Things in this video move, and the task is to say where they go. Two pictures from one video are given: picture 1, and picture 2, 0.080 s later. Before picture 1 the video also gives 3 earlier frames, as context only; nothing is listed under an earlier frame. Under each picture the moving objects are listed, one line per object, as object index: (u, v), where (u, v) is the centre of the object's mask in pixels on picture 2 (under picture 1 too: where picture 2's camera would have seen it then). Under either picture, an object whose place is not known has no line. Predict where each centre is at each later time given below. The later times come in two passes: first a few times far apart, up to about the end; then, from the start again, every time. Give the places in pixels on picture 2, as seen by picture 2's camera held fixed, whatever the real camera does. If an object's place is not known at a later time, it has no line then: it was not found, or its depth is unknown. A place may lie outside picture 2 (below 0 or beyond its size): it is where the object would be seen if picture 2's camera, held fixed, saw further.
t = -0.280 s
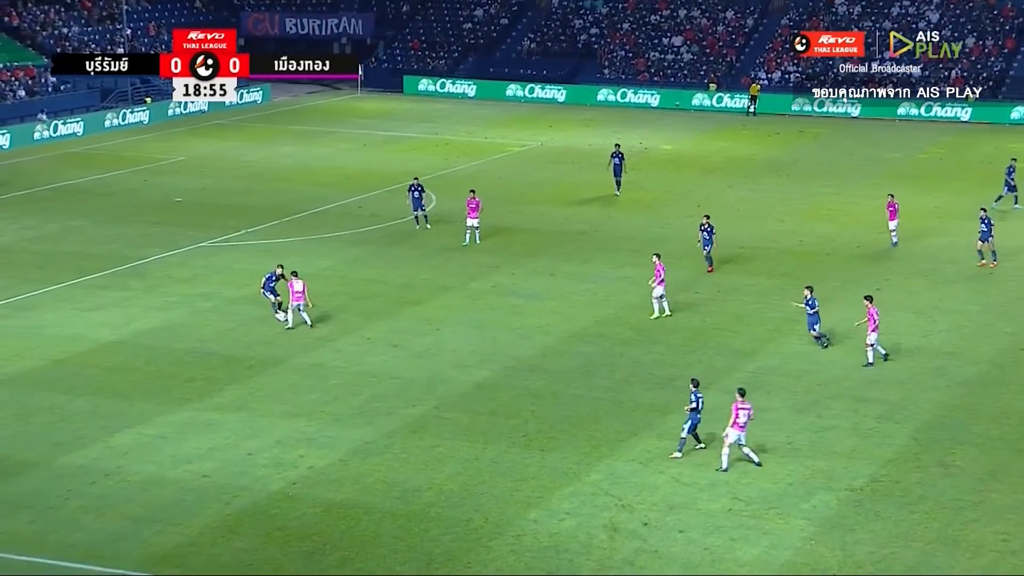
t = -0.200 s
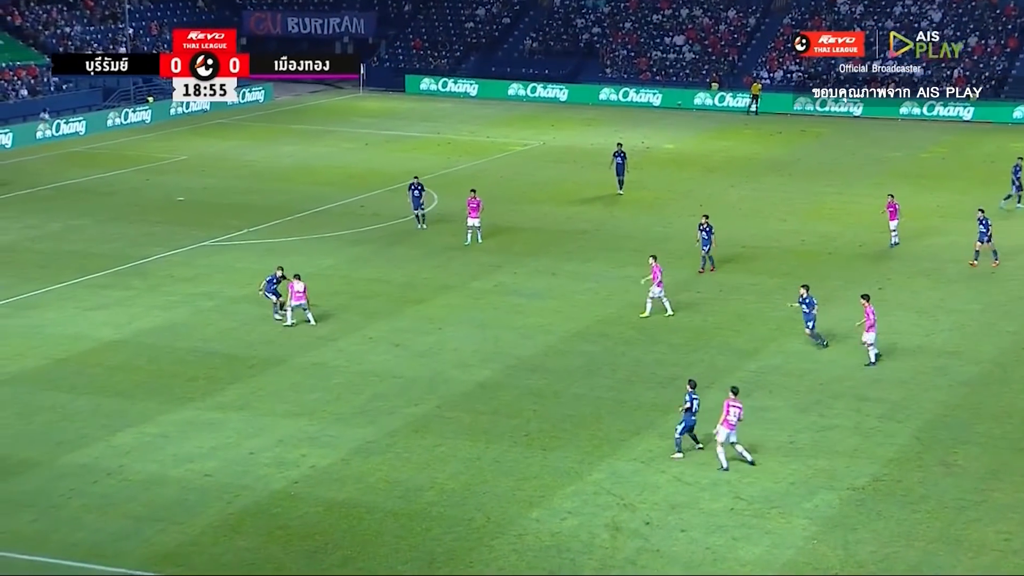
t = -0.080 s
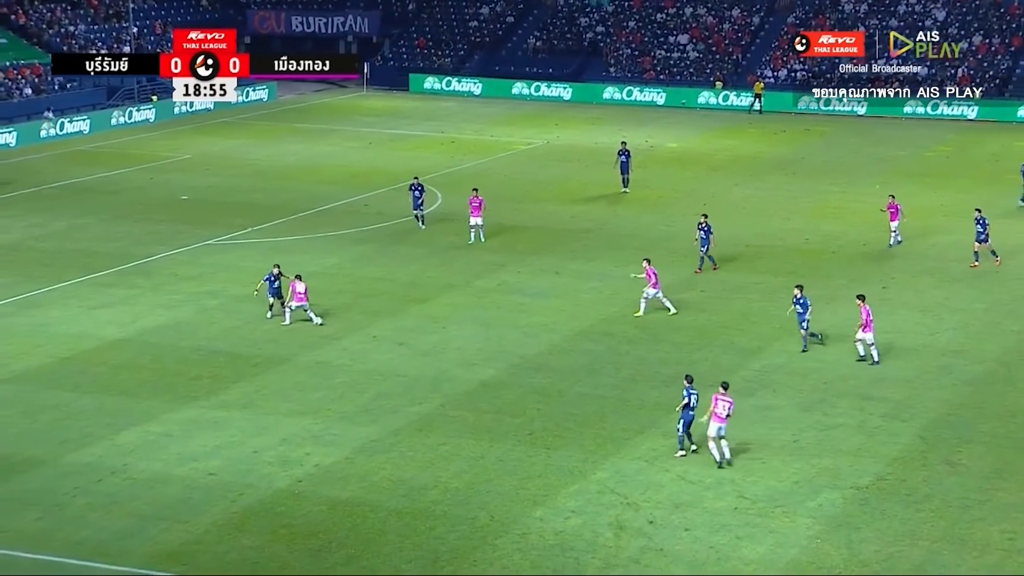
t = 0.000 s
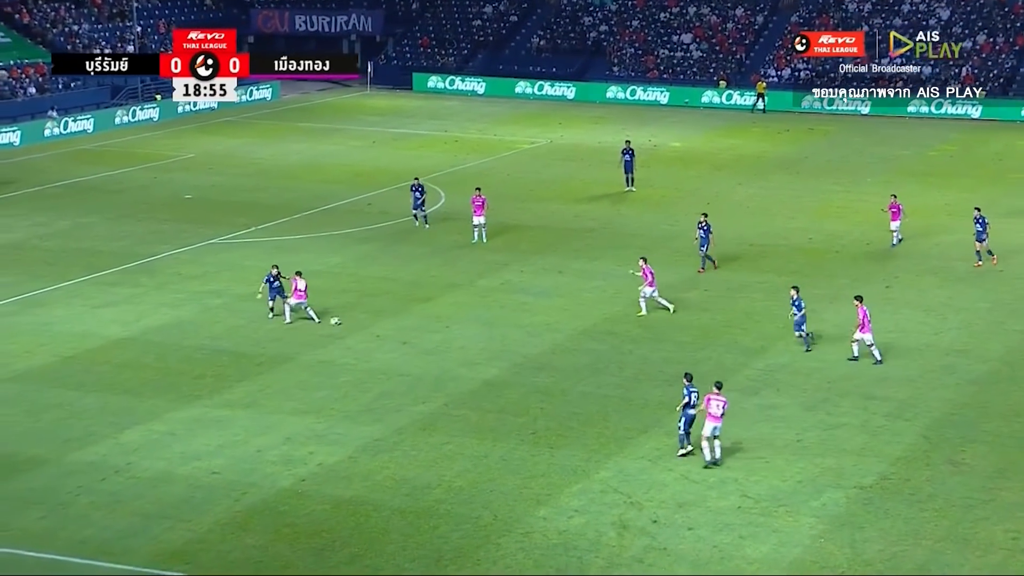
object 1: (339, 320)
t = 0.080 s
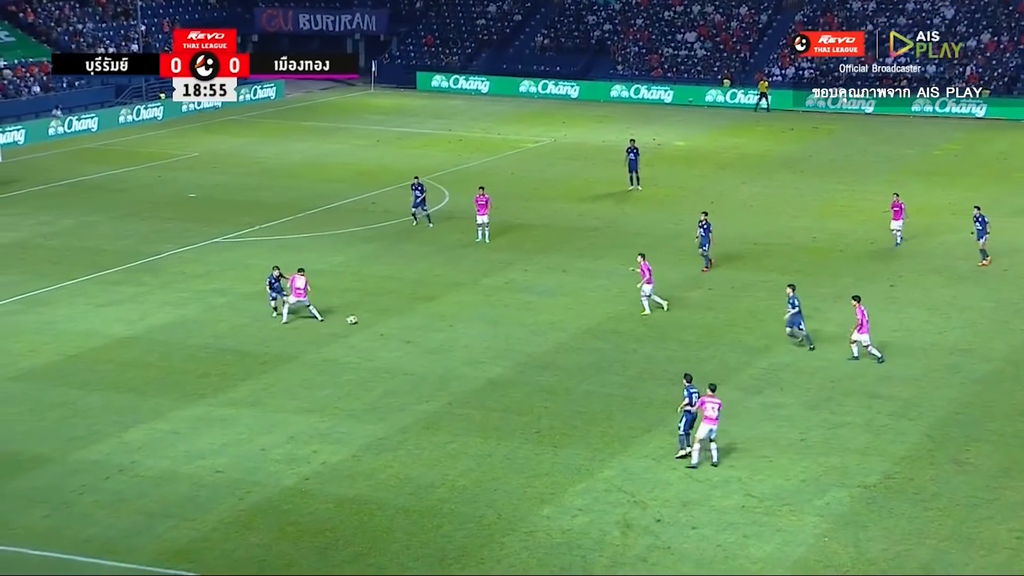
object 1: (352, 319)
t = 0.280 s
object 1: (377, 320)
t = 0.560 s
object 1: (405, 320)
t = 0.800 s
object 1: (424, 319)
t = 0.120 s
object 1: (357, 320)
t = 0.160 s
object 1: (363, 320)
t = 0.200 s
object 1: (368, 320)
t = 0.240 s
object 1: (373, 320)
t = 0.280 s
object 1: (377, 320)
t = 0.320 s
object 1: (381, 320)
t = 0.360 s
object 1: (385, 320)
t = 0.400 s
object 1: (390, 320)
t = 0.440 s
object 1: (394, 320)
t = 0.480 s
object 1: (397, 320)
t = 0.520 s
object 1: (401, 320)
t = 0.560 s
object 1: (405, 320)
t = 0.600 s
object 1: (408, 320)
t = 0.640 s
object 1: (412, 320)
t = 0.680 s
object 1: (414, 320)
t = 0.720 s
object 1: (417, 319)
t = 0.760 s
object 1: (421, 319)
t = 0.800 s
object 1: (424, 319)
